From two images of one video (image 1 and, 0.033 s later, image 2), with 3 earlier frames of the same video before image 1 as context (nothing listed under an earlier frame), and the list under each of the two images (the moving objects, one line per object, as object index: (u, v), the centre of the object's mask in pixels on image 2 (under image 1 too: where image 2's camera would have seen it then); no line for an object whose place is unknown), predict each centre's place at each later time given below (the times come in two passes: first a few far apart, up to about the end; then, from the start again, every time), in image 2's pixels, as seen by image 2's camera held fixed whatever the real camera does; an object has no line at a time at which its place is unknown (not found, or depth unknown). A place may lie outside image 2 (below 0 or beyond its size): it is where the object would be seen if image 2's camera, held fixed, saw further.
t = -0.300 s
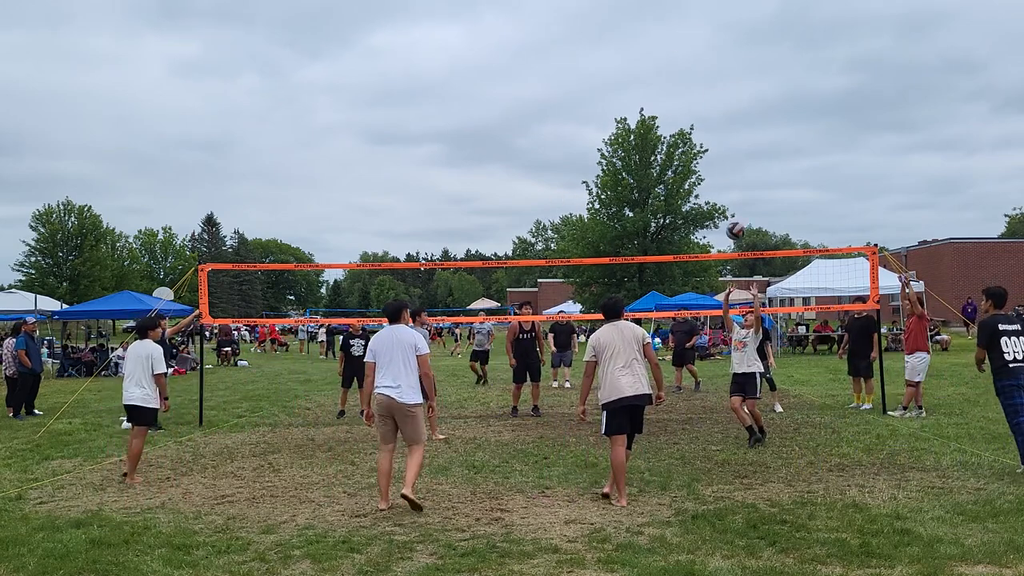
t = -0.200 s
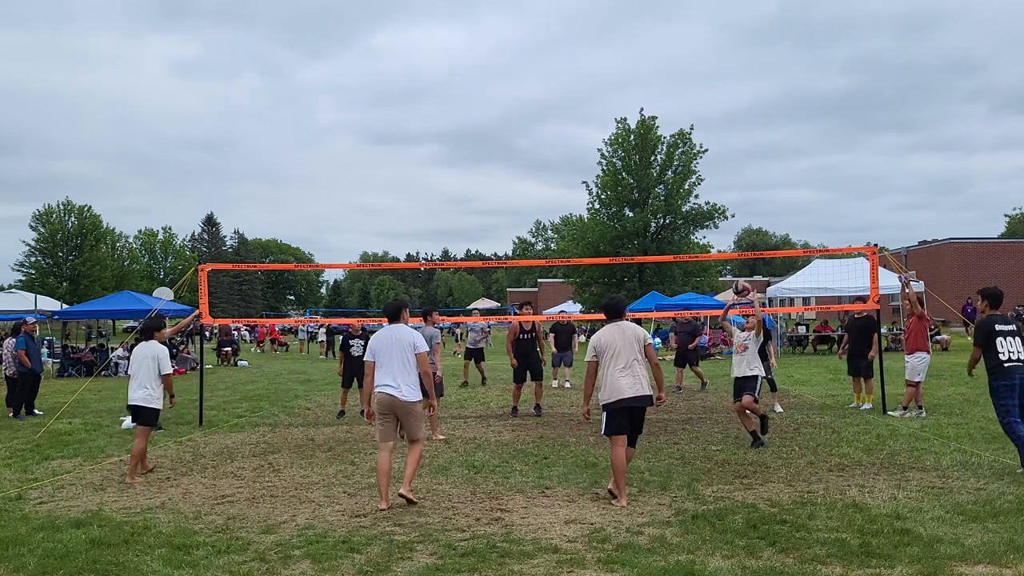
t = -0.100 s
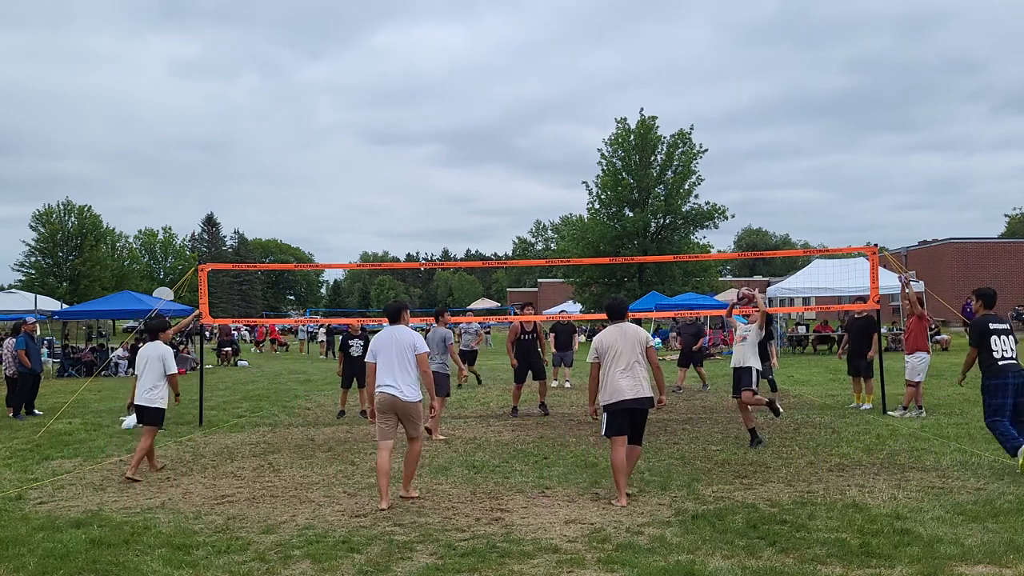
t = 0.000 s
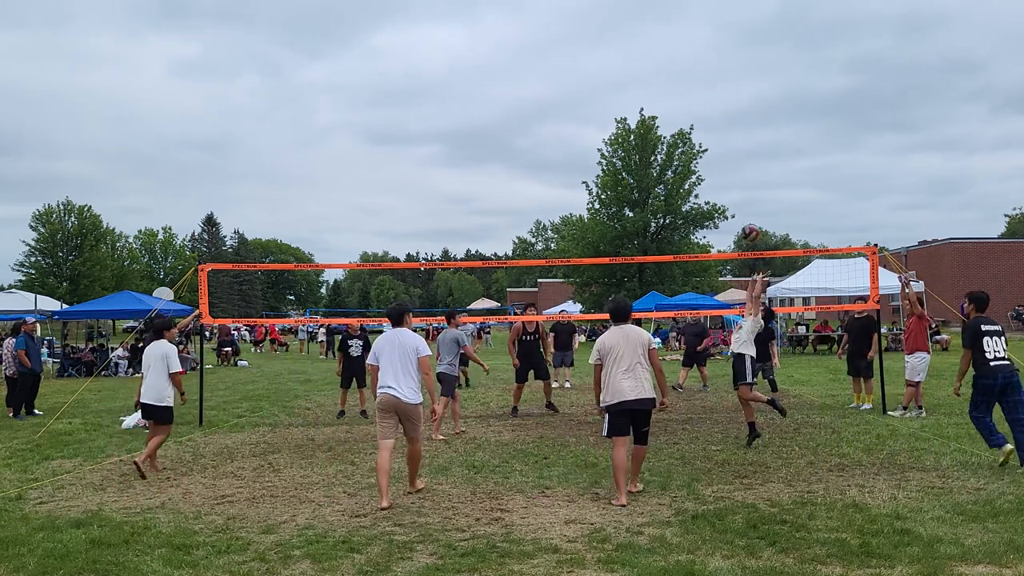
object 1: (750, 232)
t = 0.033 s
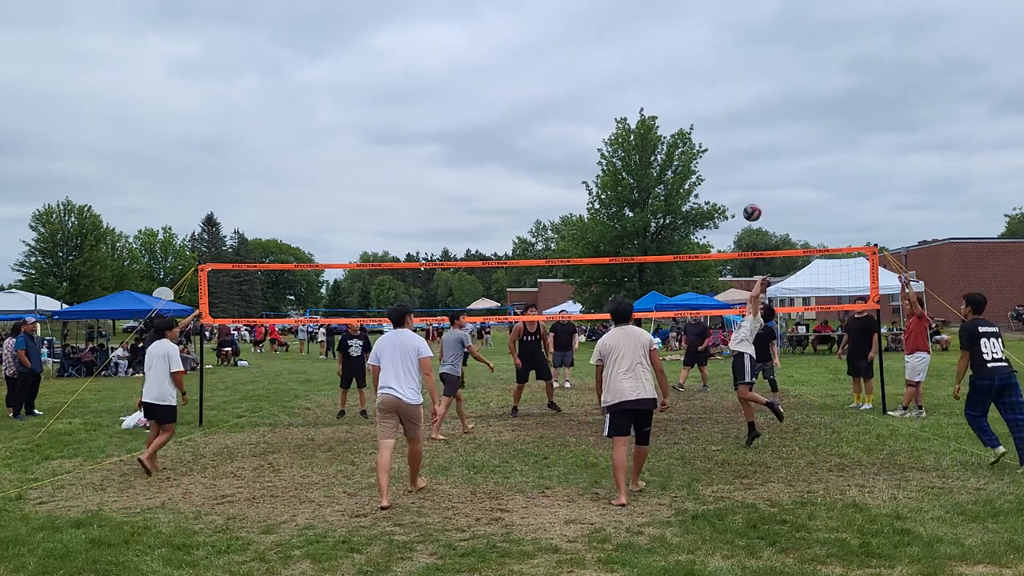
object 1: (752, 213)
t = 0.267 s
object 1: (761, 105)
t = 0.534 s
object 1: (772, 44)
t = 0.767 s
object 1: (780, 38)
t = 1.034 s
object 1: (789, 82)
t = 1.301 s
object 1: (797, 174)
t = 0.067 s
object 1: (753, 194)
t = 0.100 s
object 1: (755, 176)
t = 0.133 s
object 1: (756, 160)
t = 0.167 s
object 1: (757, 145)
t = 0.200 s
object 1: (759, 130)
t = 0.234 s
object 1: (760, 117)
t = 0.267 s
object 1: (761, 105)
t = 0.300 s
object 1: (763, 94)
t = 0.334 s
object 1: (764, 84)
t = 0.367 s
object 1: (765, 75)
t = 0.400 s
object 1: (767, 67)
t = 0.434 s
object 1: (768, 60)
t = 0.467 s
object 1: (769, 54)
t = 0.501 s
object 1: (771, 48)
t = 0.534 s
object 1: (772, 44)
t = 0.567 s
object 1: (773, 41)
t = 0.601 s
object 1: (774, 38)
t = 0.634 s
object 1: (775, 36)
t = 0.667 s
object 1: (776, 36)
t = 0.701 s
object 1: (778, 35)
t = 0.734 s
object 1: (779, 37)
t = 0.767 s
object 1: (780, 38)
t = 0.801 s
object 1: (781, 41)
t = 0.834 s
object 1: (782, 44)
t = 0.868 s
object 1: (783, 48)
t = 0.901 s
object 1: (784, 53)
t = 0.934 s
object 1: (785, 59)
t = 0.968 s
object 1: (787, 66)
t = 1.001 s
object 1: (788, 73)
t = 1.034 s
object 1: (789, 82)
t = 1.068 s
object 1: (790, 90)
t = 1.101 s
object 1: (791, 100)
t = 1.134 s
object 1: (792, 111)
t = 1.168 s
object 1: (793, 122)
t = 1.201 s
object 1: (794, 134)
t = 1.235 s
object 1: (795, 146)
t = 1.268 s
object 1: (796, 160)
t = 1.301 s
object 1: (797, 174)
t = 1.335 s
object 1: (798, 189)
